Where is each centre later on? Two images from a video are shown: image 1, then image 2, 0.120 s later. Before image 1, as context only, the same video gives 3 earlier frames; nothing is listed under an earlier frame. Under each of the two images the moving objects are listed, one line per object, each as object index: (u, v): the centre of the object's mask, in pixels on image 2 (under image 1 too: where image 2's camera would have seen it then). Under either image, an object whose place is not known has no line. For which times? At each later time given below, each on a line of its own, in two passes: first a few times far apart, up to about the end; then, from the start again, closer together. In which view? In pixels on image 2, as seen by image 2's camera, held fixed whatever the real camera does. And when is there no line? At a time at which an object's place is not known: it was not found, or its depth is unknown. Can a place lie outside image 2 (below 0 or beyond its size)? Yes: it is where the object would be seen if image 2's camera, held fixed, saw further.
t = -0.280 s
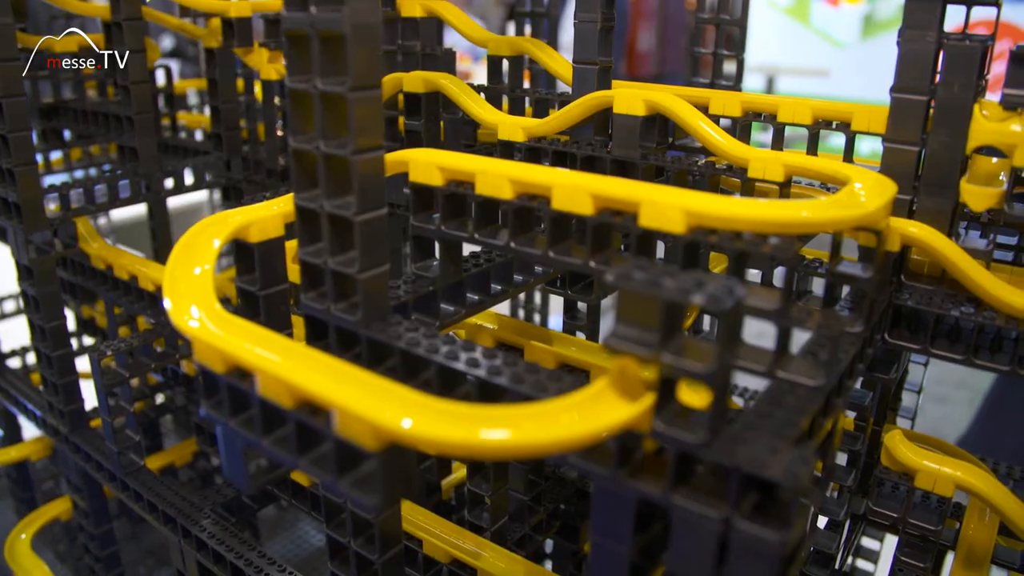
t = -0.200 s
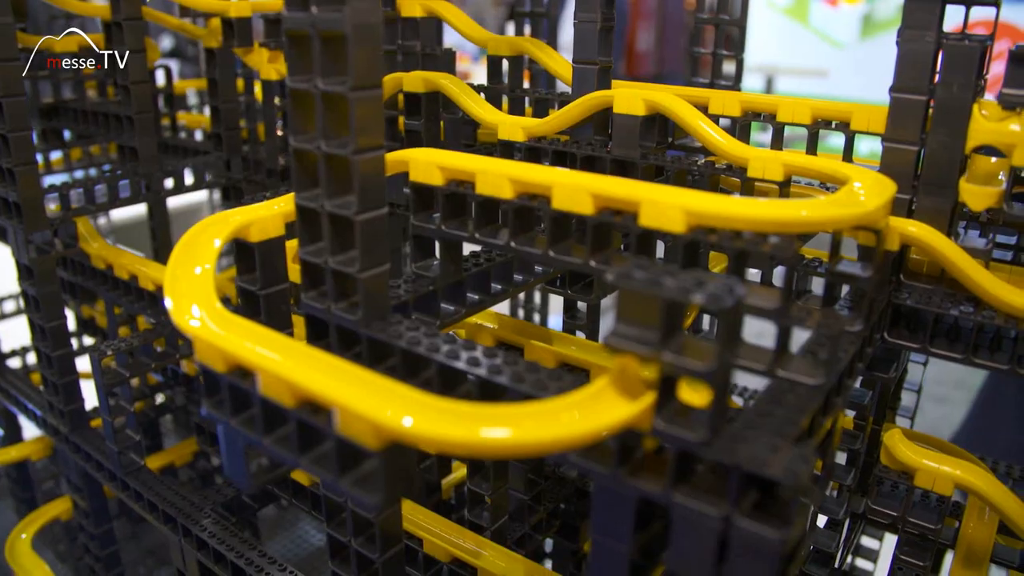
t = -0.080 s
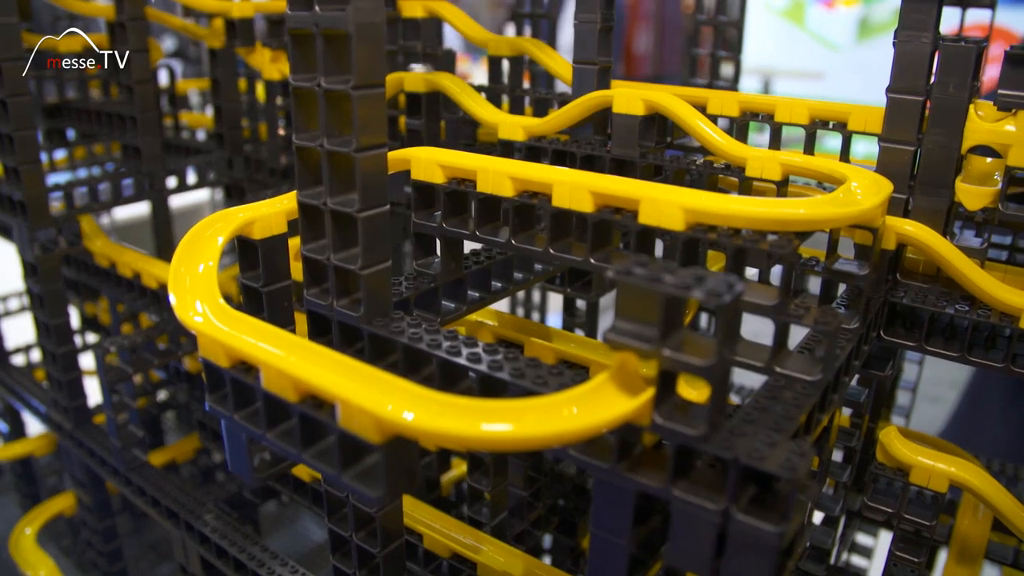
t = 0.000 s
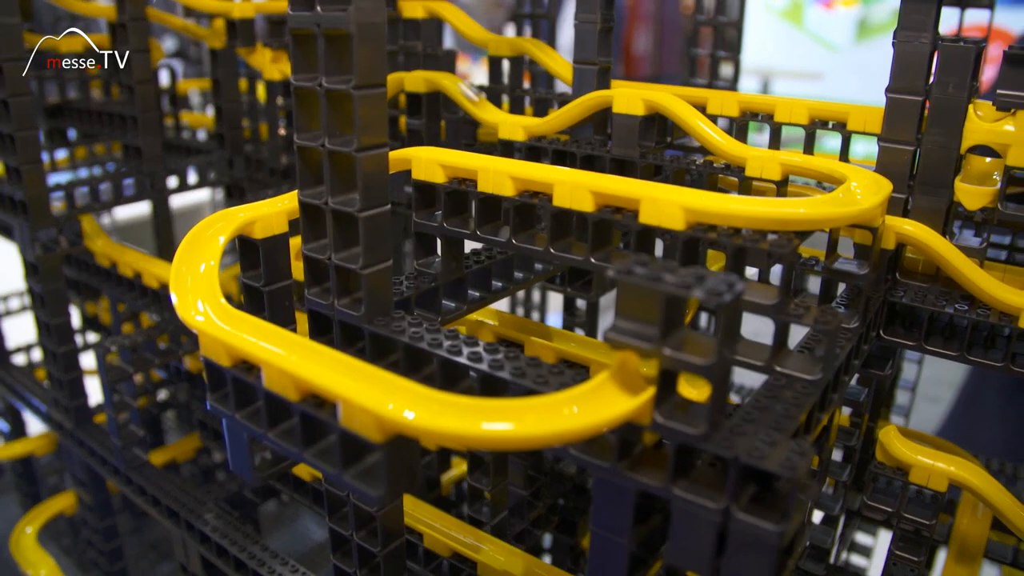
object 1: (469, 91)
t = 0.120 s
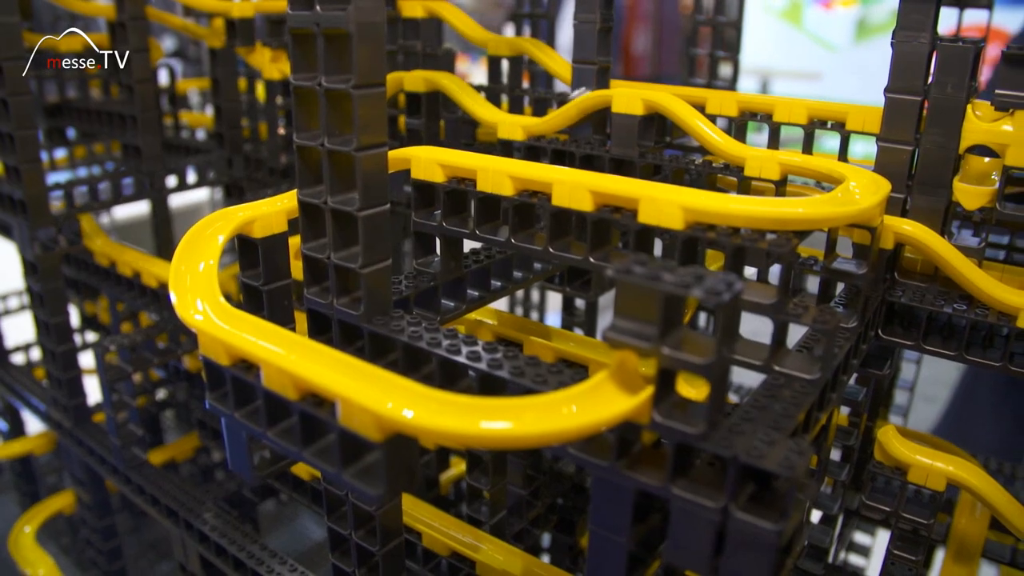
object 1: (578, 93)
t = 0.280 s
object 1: (708, 126)
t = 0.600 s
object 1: (721, 190)
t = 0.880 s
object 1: (484, 153)
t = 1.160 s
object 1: (259, 199)
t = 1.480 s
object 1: (518, 408)
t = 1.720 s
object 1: (691, 378)
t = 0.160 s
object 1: (609, 84)
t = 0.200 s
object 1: (639, 86)
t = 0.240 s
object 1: (672, 97)
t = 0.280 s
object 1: (708, 126)
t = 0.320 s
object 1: (762, 146)
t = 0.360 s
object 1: (817, 156)
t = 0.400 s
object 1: (859, 168)
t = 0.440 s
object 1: (868, 180)
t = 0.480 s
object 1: (855, 190)
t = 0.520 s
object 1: (825, 198)
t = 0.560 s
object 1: (774, 198)
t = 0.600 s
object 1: (721, 190)
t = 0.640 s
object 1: (676, 183)
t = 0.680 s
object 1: (638, 177)
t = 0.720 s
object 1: (602, 171)
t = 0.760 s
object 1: (570, 166)
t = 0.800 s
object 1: (540, 161)
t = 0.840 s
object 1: (511, 156)
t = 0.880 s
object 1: (484, 153)
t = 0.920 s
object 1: (459, 149)
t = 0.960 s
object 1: (435, 145)
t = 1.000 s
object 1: (412, 143)
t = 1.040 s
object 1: (394, 144)
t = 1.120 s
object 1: (292, 187)
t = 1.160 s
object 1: (259, 199)
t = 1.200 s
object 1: (216, 214)
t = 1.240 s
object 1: (193, 255)
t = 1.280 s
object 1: (205, 303)
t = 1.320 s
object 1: (250, 325)
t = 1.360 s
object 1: (301, 349)
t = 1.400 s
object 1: (359, 375)
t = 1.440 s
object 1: (429, 400)
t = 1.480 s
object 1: (518, 408)
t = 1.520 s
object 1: (595, 392)
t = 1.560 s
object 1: (629, 370)
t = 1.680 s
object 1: (682, 388)
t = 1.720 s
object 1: (691, 378)
